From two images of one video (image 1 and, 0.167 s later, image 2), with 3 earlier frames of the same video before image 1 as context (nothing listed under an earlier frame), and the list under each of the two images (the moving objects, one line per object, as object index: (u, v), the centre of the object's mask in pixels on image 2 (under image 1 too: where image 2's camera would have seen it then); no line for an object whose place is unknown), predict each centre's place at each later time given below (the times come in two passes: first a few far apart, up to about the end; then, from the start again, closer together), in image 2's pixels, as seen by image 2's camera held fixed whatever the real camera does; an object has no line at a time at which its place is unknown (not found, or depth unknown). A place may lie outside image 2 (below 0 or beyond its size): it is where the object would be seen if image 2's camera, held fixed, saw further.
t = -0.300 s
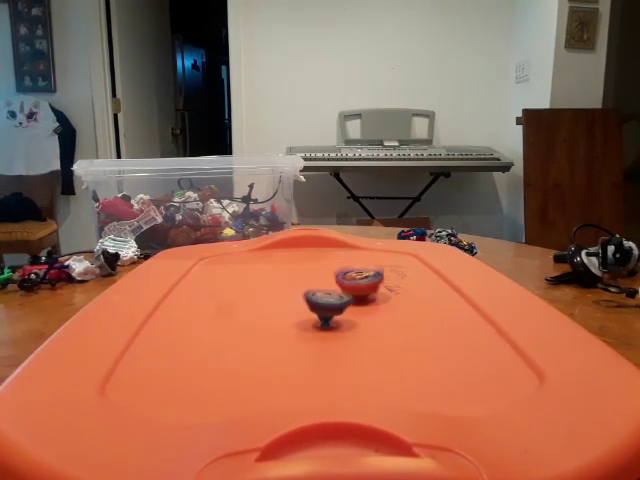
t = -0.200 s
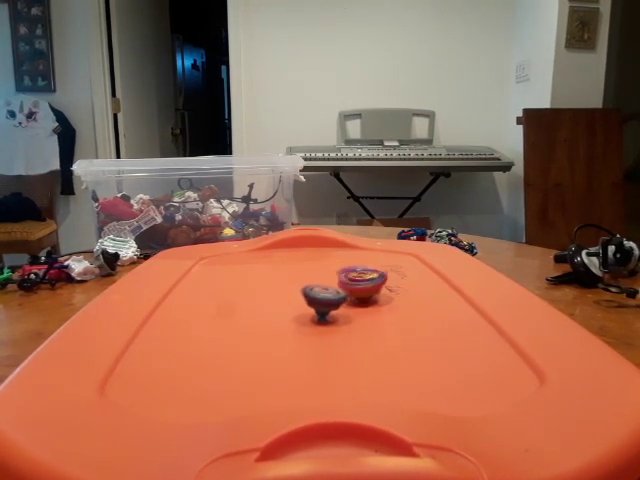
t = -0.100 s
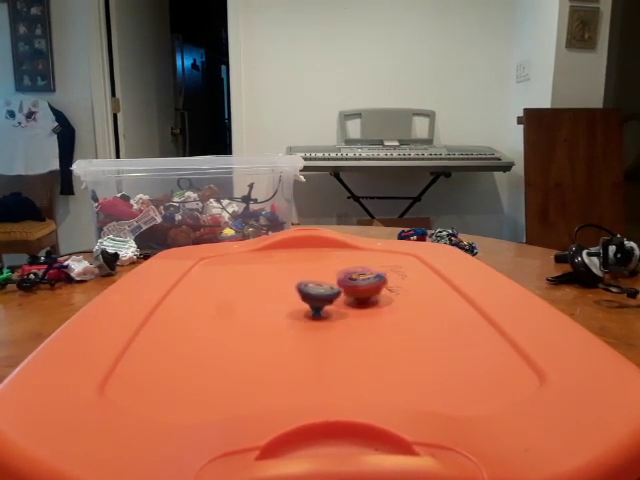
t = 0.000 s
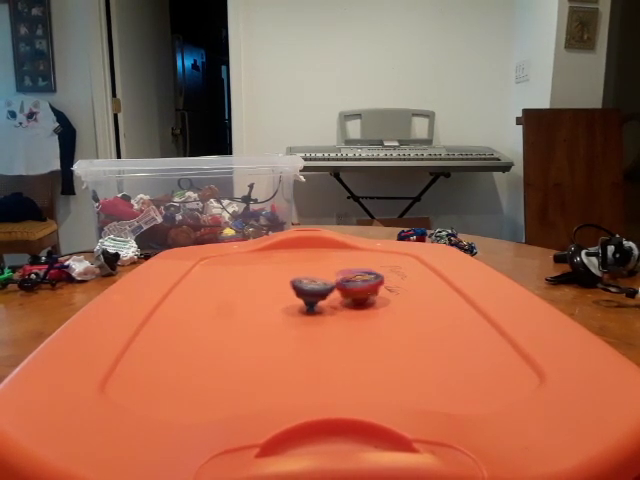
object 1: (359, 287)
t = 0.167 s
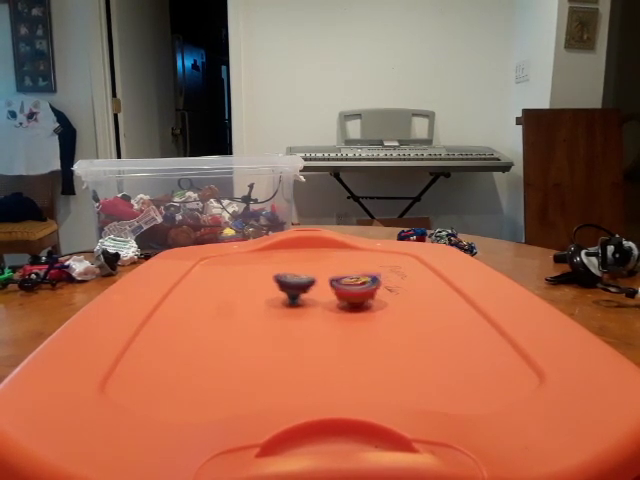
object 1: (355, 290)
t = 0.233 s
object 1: (354, 291)
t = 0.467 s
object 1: (351, 295)
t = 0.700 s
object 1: (343, 297)
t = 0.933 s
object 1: (335, 299)
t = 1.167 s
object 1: (325, 298)
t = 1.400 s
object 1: (318, 298)
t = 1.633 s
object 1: (316, 298)
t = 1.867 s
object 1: (314, 298)
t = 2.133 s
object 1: (312, 296)
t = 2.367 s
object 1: (312, 296)
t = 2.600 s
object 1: (311, 296)
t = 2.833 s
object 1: (312, 294)
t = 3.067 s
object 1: (317, 292)
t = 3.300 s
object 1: (308, 289)
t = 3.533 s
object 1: (297, 287)
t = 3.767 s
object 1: (292, 282)
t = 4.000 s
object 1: (285, 280)
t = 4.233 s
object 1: (282, 280)
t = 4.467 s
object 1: (285, 280)
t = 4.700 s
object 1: (297, 283)
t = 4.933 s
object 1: (309, 283)
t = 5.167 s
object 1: (319, 279)
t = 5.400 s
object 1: (324, 280)
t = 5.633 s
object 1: (320, 278)
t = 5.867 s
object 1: (322, 273)
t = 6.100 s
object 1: (326, 274)
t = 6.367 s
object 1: (324, 273)
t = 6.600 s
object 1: (323, 275)
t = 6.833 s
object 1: (325, 272)
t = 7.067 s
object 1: (324, 273)
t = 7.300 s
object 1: (325, 273)
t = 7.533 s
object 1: (326, 274)
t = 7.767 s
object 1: (326, 274)
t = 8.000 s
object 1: (326, 274)
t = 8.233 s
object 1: (326, 274)
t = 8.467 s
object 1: (326, 274)
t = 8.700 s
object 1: (326, 274)
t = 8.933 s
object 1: (326, 274)
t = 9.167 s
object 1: (326, 274)
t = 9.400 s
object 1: (326, 274)
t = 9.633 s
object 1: (326, 274)
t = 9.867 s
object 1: (326, 274)
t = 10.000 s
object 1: (326, 274)
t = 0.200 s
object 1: (355, 290)
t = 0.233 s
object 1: (354, 291)
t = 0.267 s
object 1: (355, 291)
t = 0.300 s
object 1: (353, 292)
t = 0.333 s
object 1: (352, 293)
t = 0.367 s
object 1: (353, 294)
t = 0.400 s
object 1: (352, 294)
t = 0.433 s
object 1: (351, 294)
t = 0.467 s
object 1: (351, 295)
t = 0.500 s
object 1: (349, 295)
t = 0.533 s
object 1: (348, 296)
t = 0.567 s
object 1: (348, 296)
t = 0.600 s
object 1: (346, 296)
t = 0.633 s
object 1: (345, 297)
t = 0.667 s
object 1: (345, 297)
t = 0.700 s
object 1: (343, 297)
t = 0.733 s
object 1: (342, 298)
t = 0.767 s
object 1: (341, 297)
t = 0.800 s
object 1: (339, 298)
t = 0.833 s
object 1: (338, 297)
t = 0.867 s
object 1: (336, 298)
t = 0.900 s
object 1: (335, 298)
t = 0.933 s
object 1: (335, 299)
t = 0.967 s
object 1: (332, 298)
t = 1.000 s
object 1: (332, 299)
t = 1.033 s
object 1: (330, 298)
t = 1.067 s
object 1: (328, 298)
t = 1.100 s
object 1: (328, 298)
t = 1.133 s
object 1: (326, 298)
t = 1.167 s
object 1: (325, 298)
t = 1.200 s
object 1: (324, 298)
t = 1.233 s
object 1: (323, 298)
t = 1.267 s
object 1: (323, 298)
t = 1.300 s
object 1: (320, 297)
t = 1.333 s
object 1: (320, 298)
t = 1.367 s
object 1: (320, 298)
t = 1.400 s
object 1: (318, 298)
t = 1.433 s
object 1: (319, 298)
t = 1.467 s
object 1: (318, 298)
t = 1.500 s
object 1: (318, 298)
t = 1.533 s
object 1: (317, 298)
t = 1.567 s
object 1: (317, 299)
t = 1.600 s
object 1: (317, 297)
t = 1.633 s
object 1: (316, 298)
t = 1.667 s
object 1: (316, 298)
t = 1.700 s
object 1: (316, 299)
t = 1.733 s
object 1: (315, 299)
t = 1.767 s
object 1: (316, 299)
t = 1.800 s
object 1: (315, 298)
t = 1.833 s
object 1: (314, 298)
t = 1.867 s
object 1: (314, 298)
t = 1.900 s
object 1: (313, 298)
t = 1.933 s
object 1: (313, 298)
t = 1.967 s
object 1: (312, 298)
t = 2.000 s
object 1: (313, 297)
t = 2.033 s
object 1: (313, 297)
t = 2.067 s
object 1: (312, 297)
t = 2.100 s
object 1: (313, 297)
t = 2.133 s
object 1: (312, 296)
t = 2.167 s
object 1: (313, 298)
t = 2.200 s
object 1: (312, 296)
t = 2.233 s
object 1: (312, 297)
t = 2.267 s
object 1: (312, 297)
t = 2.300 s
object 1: (312, 297)
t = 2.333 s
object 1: (313, 297)
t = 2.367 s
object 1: (312, 296)
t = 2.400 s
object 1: (313, 297)
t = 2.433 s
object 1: (312, 296)
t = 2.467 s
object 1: (312, 297)
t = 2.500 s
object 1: (313, 296)
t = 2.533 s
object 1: (312, 297)
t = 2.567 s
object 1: (313, 296)
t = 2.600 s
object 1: (311, 296)
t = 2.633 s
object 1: (313, 296)
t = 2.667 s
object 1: (312, 295)
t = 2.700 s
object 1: (313, 296)
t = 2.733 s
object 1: (313, 294)
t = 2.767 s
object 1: (313, 295)
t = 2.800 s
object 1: (314, 294)
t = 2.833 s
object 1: (312, 294)
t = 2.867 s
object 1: (314, 295)
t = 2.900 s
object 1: (313, 294)
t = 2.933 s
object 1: (316, 294)
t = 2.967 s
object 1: (315, 292)
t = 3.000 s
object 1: (315, 293)
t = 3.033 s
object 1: (316, 292)
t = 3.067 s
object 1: (317, 292)
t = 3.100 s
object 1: (316, 292)
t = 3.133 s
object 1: (314, 292)
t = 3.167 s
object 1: (313, 291)
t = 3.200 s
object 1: (311, 291)
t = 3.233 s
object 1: (311, 291)
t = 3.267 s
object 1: (309, 290)
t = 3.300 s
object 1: (308, 289)
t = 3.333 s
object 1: (306, 289)
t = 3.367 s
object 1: (305, 288)
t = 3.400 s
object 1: (302, 289)
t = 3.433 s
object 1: (302, 288)
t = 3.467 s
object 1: (300, 287)
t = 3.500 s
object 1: (299, 286)
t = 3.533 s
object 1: (297, 287)
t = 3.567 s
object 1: (297, 286)
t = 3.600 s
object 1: (296, 285)
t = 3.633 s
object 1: (294, 284)
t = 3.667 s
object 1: (293, 285)
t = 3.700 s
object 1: (294, 284)
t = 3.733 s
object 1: (294, 283)
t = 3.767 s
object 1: (292, 282)
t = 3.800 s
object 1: (292, 283)
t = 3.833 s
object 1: (291, 282)
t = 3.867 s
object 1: (291, 282)
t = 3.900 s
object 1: (287, 281)
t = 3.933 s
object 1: (287, 281)
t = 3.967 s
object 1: (285, 280)
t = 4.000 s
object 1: (285, 280)
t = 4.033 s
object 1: (283, 280)
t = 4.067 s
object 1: (284, 280)
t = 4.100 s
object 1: (282, 280)
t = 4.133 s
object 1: (282, 280)
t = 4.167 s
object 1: (282, 280)
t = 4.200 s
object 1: (281, 279)
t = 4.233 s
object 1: (282, 280)
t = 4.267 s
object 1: (280, 279)
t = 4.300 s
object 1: (282, 280)
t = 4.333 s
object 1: (281, 279)
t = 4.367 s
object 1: (283, 279)
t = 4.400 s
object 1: (282, 280)
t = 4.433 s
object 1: (284, 280)
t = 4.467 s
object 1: (285, 280)
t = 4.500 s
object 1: (285, 280)
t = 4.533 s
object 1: (287, 281)
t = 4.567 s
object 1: (287, 281)
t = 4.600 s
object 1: (290, 282)
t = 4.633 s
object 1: (291, 283)
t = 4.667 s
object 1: (295, 283)
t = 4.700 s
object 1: (297, 283)
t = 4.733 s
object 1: (299, 283)
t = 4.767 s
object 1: (302, 283)
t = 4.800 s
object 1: (302, 282)
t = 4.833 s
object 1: (304, 283)
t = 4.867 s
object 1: (305, 283)
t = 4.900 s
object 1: (308, 283)
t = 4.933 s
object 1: (309, 283)
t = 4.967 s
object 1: (309, 282)
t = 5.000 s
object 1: (311, 282)
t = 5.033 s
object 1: (313, 282)
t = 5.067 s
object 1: (312, 281)
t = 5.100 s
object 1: (314, 280)
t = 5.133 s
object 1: (320, 280)
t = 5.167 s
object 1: (319, 279)
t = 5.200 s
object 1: (317, 279)
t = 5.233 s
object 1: (318, 279)
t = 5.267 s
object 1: (319, 280)
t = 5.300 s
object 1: (319, 281)
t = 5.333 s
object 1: (321, 279)
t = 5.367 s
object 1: (323, 280)
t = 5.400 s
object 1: (324, 280)
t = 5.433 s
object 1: (324, 278)
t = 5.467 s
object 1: (322, 277)
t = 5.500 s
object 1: (320, 277)
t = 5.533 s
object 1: (319, 277)
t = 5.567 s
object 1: (320, 278)
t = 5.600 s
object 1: (320, 279)
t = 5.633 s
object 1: (320, 278)
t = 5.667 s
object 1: (322, 277)
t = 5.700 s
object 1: (323, 276)
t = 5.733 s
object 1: (322, 276)
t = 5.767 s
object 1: (323, 274)
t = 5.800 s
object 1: (326, 272)
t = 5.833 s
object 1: (325, 272)
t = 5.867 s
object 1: (322, 273)
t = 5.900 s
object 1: (320, 273)
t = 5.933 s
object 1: (320, 274)
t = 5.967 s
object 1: (322, 274)
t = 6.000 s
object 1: (322, 274)
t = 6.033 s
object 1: (323, 275)
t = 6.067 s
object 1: (324, 274)
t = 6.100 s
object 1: (326, 274)
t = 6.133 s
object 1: (327, 274)
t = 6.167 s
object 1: (326, 275)
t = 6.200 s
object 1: (327, 275)
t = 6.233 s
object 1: (327, 274)
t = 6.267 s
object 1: (328, 273)
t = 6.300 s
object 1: (328, 273)
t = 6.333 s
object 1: (326, 273)
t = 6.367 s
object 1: (324, 273)
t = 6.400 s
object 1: (323, 272)
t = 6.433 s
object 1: (324, 272)
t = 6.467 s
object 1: (324, 273)
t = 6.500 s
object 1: (325, 273)
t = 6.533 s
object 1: (324, 275)
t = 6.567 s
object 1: (323, 275)
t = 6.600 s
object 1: (323, 275)
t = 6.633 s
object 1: (324, 274)
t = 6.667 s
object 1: (326, 274)
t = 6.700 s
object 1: (326, 275)
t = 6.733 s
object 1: (326, 275)
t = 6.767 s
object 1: (325, 275)
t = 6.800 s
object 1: (326, 275)
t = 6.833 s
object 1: (325, 272)
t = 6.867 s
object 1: (326, 274)
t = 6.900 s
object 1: (327, 273)
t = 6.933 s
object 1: (328, 273)
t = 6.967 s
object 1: (328, 274)
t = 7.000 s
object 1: (327, 274)
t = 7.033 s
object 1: (325, 273)
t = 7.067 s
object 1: (324, 273)
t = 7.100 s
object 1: (323, 273)
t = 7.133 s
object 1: (323, 273)
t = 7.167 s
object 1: (323, 273)
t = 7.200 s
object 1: (324, 273)
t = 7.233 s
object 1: (324, 273)
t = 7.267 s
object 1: (325, 273)
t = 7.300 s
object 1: (325, 273)
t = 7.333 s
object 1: (326, 273)
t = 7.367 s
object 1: (326, 273)
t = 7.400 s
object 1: (326, 273)
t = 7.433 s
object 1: (326, 274)
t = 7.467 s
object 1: (326, 274)
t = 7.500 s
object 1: (326, 274)
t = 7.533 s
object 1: (326, 274)
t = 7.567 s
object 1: (326, 274)
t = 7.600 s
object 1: (326, 274)
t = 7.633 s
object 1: (326, 274)
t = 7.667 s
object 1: (326, 274)
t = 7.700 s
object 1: (326, 274)
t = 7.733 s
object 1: (326, 274)
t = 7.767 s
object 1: (326, 274)
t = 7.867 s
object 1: (326, 274)
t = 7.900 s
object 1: (326, 274)
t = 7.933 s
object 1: (326, 274)
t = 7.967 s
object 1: (326, 274)
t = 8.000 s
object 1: (326, 274)
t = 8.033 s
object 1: (326, 274)
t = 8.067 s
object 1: (326, 274)
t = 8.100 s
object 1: (326, 274)
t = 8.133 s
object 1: (326, 274)
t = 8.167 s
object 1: (326, 274)
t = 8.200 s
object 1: (326, 274)
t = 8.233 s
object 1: (326, 274)
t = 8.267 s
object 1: (326, 274)
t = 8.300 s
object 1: (326, 274)
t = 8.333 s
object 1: (326, 274)
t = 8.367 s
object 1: (326, 274)
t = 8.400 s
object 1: (326, 274)
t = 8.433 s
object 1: (326, 274)
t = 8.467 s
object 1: (326, 274)
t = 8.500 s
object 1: (326, 274)
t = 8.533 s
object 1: (326, 274)
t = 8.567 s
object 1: (326, 274)
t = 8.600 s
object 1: (326, 274)
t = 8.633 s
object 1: (326, 274)
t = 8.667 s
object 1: (326, 274)
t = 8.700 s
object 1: (326, 274)
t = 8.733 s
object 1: (326, 274)
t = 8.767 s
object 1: (326, 274)
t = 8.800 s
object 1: (326, 274)
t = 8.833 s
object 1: (326, 274)
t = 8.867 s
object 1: (326, 274)
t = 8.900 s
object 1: (326, 274)
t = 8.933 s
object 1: (326, 274)
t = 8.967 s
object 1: (326, 274)
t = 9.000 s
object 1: (326, 274)
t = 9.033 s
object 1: (326, 274)
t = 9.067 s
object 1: (326, 274)
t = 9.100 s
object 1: (326, 274)
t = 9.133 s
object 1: (326, 274)
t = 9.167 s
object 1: (326, 274)
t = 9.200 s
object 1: (326, 274)
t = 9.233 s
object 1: (326, 274)
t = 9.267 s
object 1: (326, 274)
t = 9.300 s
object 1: (326, 274)
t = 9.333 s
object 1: (326, 274)
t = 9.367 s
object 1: (326, 274)
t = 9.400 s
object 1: (326, 274)
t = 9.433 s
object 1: (326, 274)
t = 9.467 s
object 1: (326, 274)
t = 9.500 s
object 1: (326, 274)
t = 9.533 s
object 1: (326, 274)
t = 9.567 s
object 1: (326, 274)
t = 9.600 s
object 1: (326, 274)
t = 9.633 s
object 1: (326, 274)
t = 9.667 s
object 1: (326, 274)
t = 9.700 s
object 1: (326, 274)
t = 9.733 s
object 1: (326, 274)
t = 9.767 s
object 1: (326, 274)
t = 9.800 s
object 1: (326, 274)
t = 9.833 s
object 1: (326, 274)
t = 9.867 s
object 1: (326, 274)
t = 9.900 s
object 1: (326, 274)
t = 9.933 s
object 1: (326, 274)
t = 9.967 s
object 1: (326, 274)
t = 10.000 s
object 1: (326, 274)
